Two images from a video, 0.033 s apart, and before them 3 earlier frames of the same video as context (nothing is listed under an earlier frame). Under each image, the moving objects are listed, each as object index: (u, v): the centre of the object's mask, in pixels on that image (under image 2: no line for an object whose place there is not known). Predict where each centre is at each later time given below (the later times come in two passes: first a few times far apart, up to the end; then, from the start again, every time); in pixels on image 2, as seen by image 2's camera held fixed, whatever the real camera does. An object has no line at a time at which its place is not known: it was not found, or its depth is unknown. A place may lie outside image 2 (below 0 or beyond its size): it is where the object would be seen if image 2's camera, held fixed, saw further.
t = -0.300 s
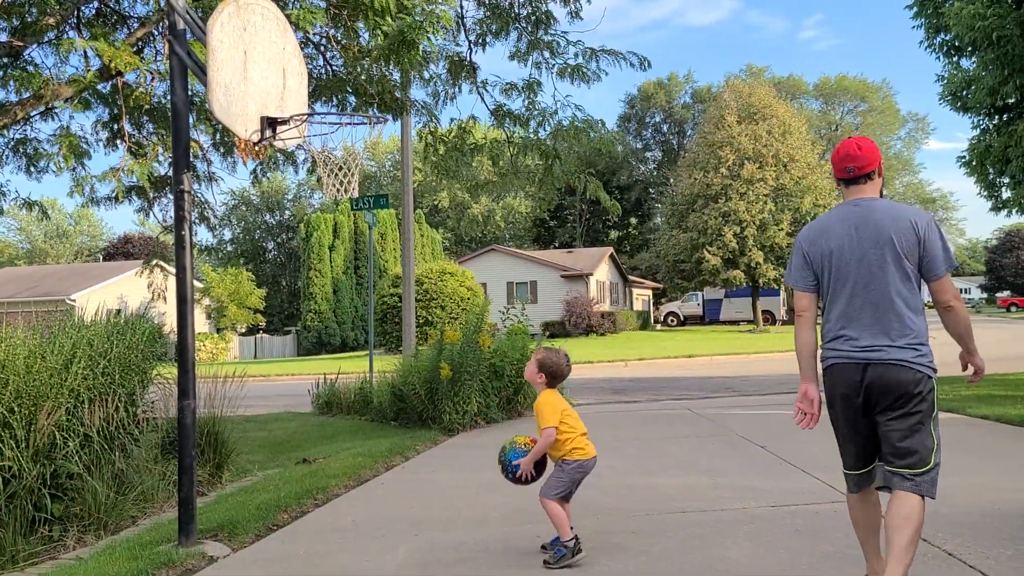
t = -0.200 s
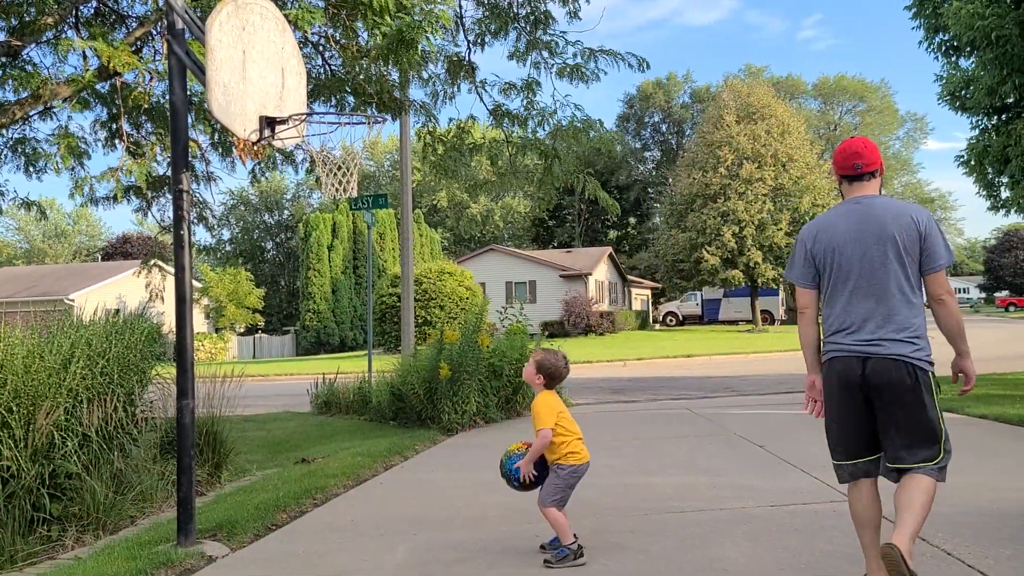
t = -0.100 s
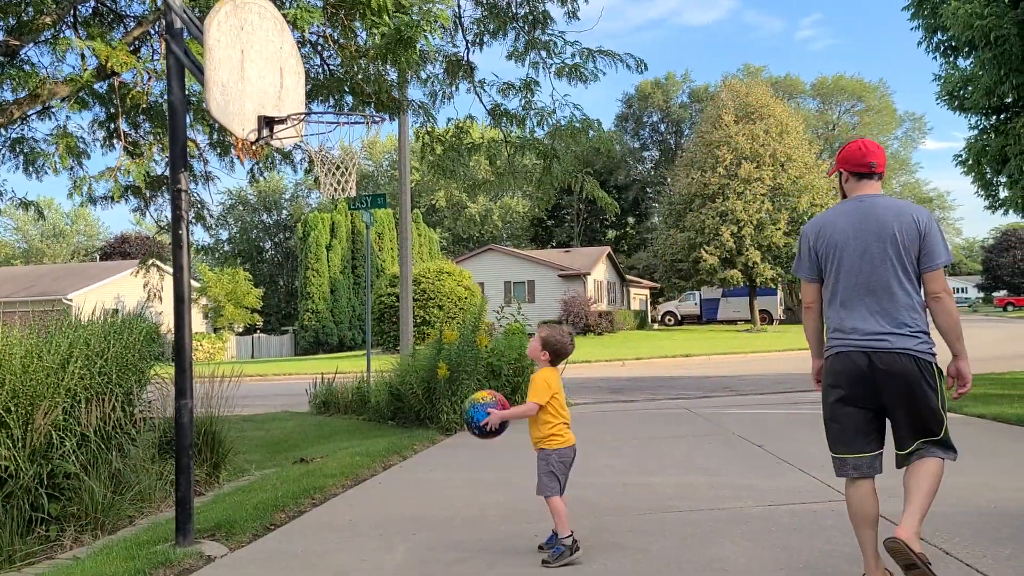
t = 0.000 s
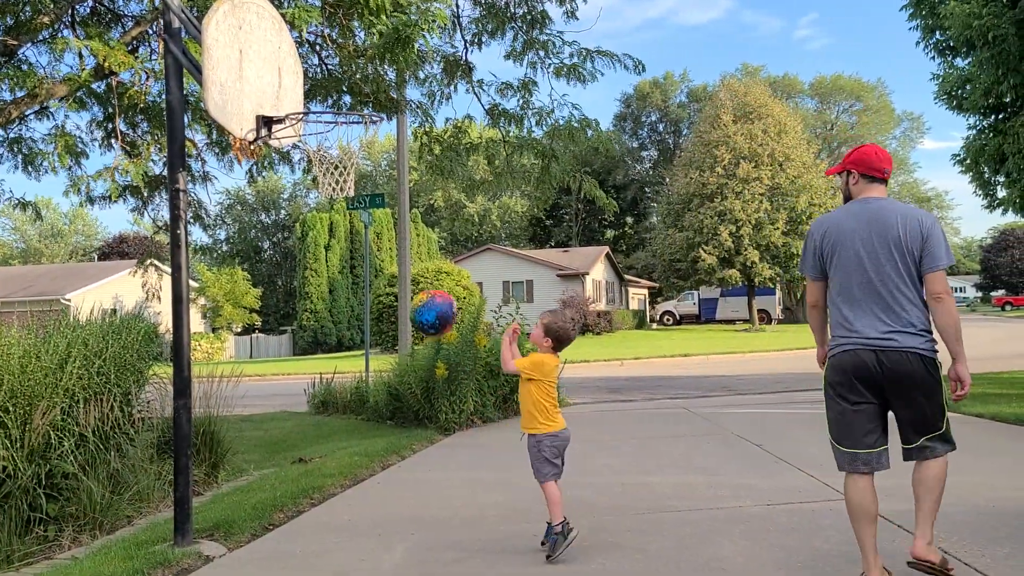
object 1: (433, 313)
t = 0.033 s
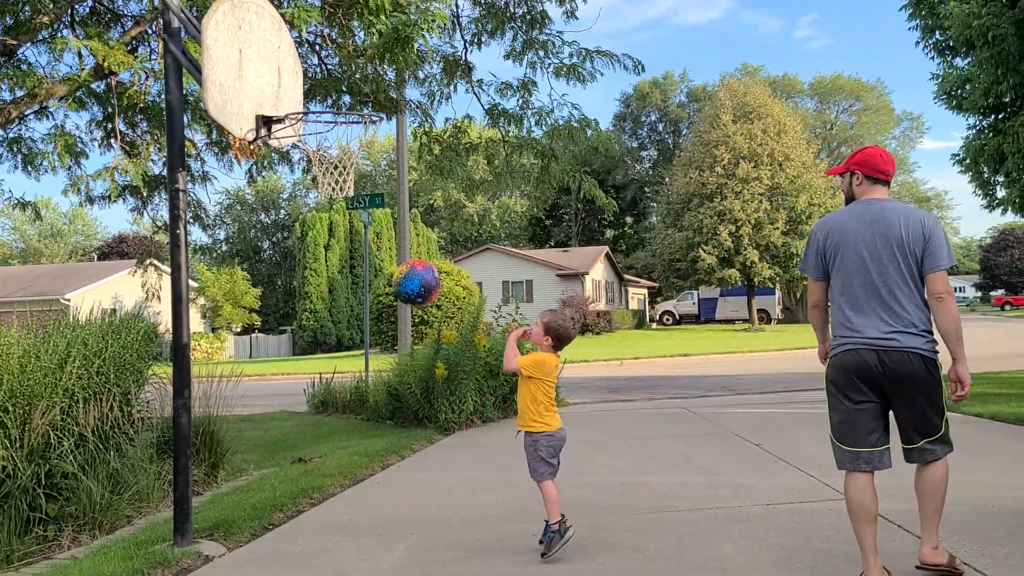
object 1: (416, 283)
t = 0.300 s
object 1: (309, 134)
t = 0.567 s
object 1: (350, 192)
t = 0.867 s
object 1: (402, 416)
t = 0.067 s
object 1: (400, 255)
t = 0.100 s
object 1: (385, 230)
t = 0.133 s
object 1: (370, 208)
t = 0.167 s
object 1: (355, 188)
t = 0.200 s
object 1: (340, 171)
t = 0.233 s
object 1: (328, 157)
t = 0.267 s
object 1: (318, 143)
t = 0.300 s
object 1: (309, 134)
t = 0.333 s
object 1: (311, 134)
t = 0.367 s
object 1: (316, 134)
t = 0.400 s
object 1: (320, 137)
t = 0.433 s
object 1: (326, 144)
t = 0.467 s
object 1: (332, 153)
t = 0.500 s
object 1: (337, 164)
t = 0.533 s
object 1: (344, 177)
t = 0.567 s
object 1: (350, 192)
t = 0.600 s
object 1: (355, 209)
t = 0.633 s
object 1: (361, 228)
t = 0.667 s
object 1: (367, 249)
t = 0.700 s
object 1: (373, 271)
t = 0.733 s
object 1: (378, 295)
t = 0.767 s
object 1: (384, 322)
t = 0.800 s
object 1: (390, 351)
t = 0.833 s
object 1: (396, 383)
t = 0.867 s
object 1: (402, 416)
